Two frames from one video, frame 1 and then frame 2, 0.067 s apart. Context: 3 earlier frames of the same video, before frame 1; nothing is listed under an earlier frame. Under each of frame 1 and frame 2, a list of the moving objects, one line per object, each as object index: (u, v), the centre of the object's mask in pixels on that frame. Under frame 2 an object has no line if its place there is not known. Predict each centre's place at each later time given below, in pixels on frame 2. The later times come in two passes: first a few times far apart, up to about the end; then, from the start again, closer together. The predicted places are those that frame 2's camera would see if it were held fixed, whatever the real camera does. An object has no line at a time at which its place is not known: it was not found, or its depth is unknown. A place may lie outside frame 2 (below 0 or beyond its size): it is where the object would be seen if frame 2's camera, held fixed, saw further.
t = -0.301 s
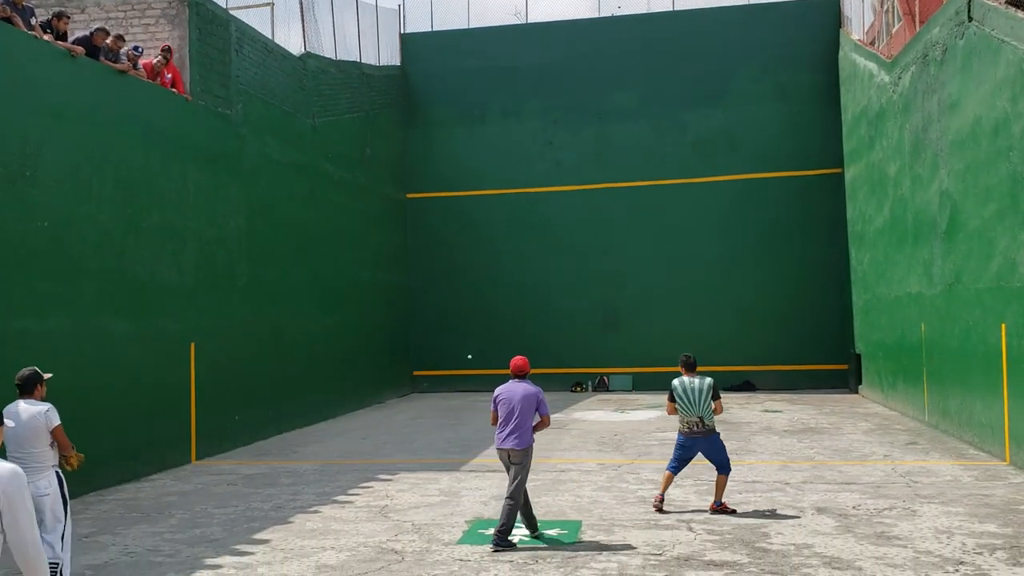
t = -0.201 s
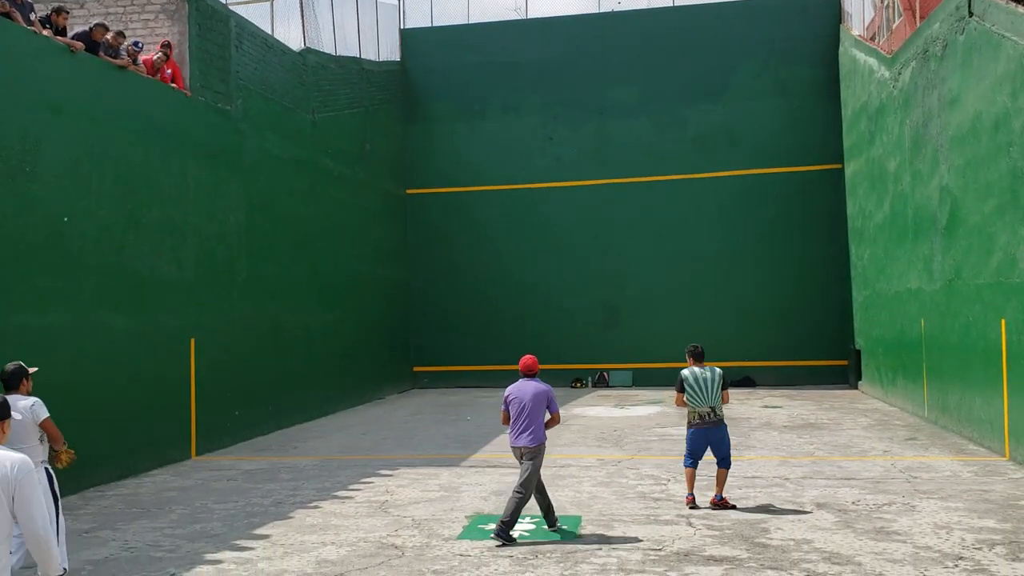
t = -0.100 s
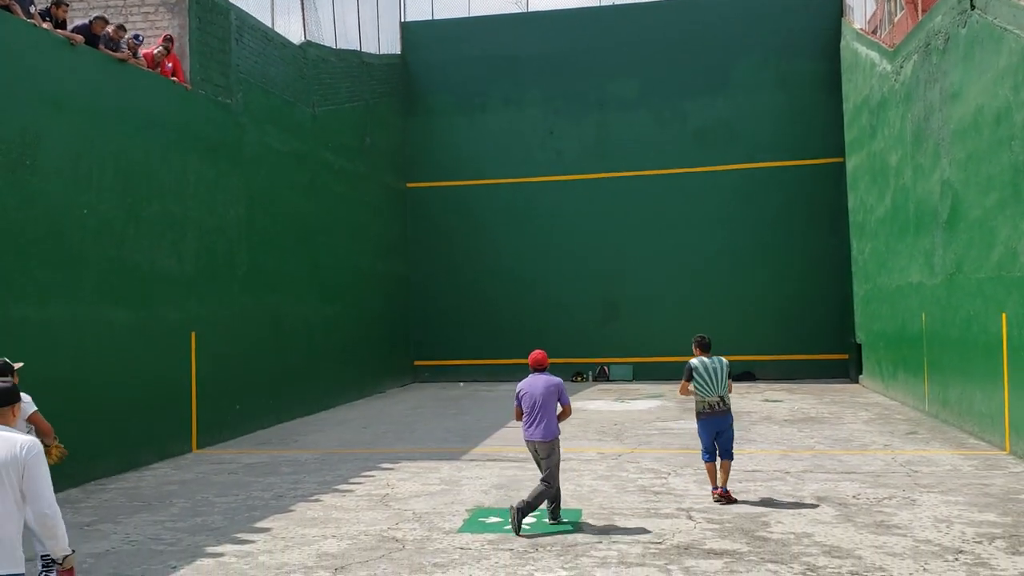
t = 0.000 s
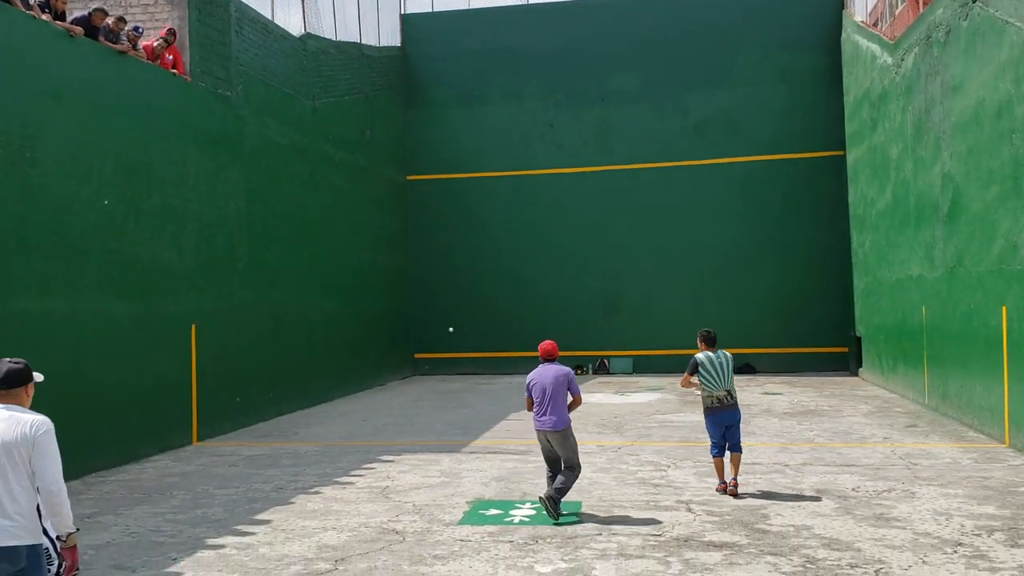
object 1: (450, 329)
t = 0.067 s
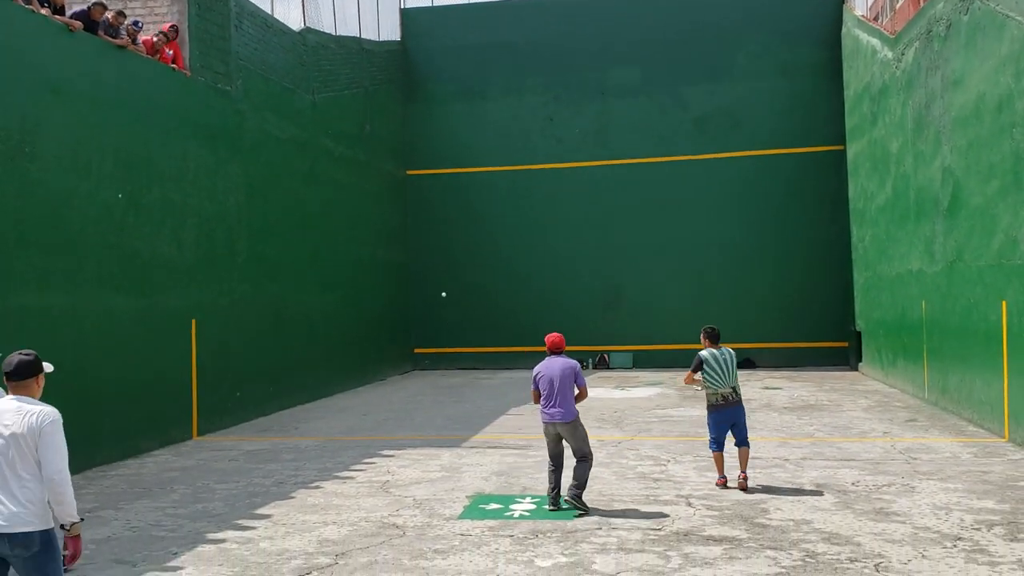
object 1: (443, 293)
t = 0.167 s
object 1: (432, 252)
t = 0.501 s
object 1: (389, 138)
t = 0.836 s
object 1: (339, 84)
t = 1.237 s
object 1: (255, 147)
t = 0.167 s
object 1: (432, 252)
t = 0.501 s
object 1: (389, 138)
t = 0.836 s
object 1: (339, 84)
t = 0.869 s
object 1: (333, 83)
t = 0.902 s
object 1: (327, 82)
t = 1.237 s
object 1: (255, 147)
